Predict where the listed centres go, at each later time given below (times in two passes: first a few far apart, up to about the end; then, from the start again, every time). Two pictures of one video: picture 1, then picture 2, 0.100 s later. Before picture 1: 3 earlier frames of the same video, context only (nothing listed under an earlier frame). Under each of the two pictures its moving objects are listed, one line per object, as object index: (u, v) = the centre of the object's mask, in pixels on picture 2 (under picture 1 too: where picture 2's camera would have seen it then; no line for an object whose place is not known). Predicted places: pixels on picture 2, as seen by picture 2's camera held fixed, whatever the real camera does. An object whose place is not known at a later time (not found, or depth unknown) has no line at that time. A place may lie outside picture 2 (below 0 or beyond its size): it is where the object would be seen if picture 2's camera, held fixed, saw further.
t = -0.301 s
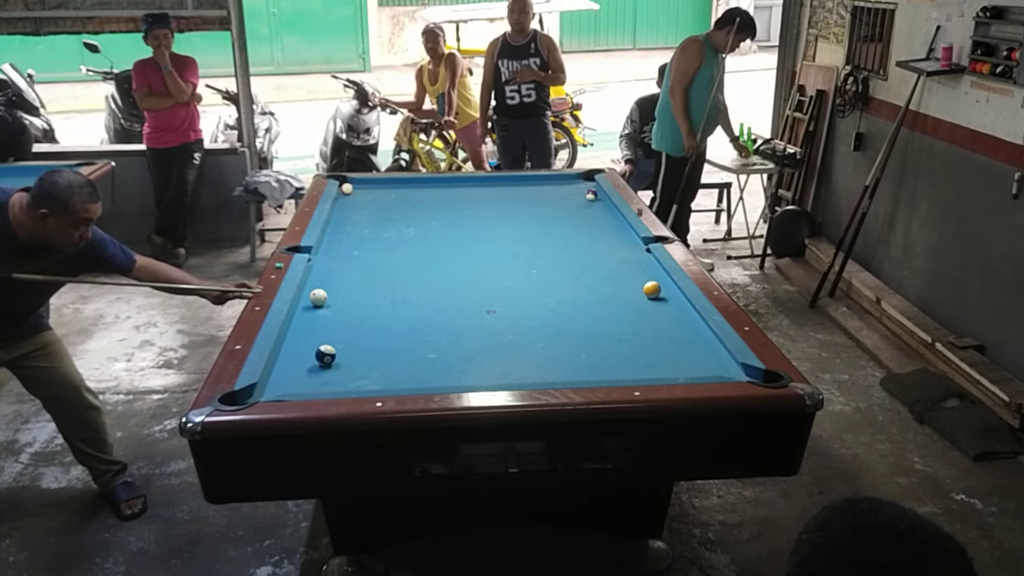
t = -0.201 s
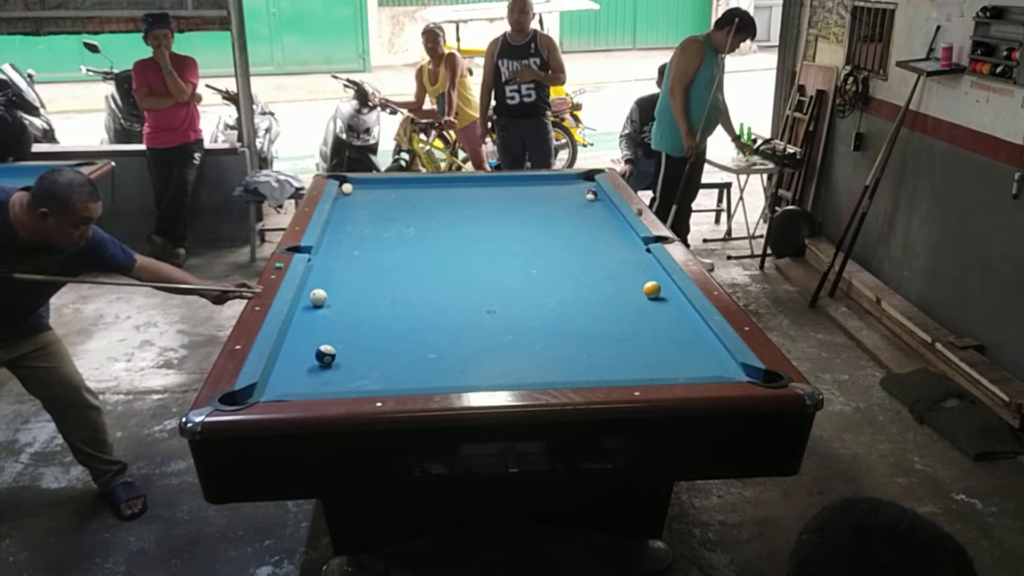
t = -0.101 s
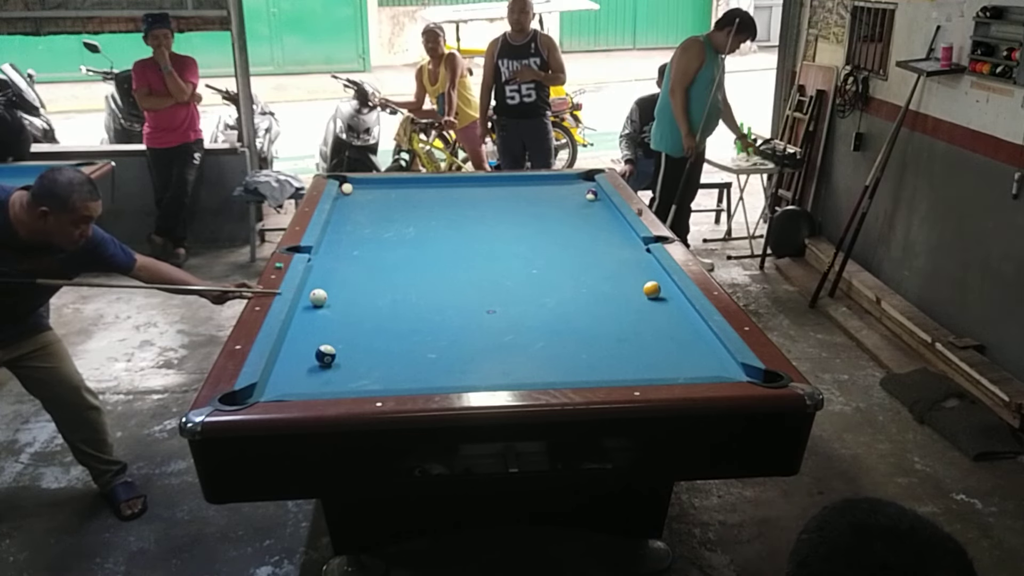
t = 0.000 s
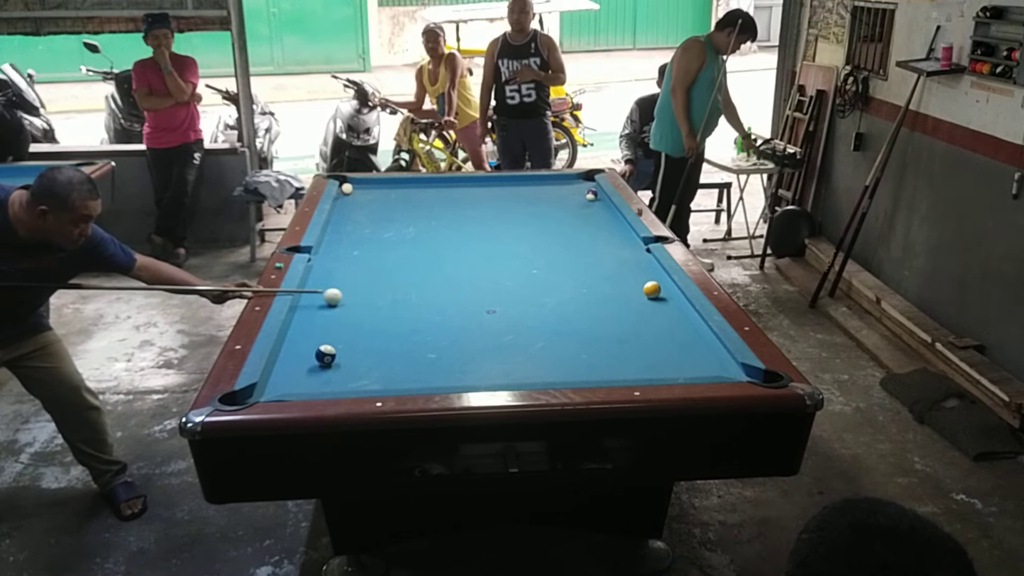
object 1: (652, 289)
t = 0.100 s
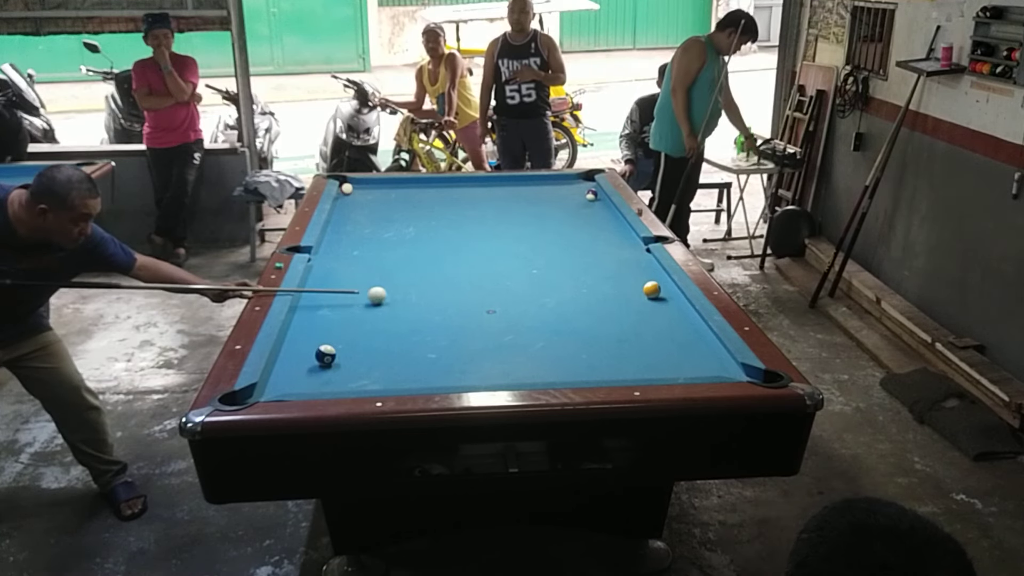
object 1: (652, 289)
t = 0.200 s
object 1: (652, 290)
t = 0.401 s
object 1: (652, 290)
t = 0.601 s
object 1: (652, 290)
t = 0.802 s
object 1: (670, 293)
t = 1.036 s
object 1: (659, 299)
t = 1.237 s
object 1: (643, 304)
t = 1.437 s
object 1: (627, 309)
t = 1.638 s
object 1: (611, 313)
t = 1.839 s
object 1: (597, 318)
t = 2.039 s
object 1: (583, 322)
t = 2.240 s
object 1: (569, 327)
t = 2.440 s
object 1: (557, 331)
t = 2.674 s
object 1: (543, 335)
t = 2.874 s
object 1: (532, 339)
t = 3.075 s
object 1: (522, 342)
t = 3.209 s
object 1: (515, 344)
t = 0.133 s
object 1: (652, 289)
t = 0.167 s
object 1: (652, 289)
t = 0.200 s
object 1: (652, 290)
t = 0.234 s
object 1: (652, 290)
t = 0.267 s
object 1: (652, 290)
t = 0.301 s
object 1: (652, 290)
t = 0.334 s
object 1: (652, 290)
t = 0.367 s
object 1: (652, 290)
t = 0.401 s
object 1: (652, 290)
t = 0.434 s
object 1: (652, 290)
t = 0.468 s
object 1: (652, 290)
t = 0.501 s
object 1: (652, 290)
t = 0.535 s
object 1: (652, 290)
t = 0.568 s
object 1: (652, 290)
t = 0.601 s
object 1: (652, 290)
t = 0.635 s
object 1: (652, 289)
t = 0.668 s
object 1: (652, 289)
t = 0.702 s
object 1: (652, 289)
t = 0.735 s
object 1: (654, 290)
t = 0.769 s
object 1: (662, 292)
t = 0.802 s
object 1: (670, 293)
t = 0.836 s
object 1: (675, 294)
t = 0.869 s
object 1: (673, 295)
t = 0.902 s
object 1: (670, 296)
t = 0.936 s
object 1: (667, 297)
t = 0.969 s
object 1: (664, 298)
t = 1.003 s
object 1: (662, 299)
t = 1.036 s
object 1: (659, 299)
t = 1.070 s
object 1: (656, 300)
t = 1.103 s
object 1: (653, 301)
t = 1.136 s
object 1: (651, 302)
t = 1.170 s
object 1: (648, 302)
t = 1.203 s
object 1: (645, 303)
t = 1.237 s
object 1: (643, 304)
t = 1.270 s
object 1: (640, 305)
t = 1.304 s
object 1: (637, 306)
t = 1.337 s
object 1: (635, 306)
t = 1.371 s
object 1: (632, 307)
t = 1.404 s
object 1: (629, 308)
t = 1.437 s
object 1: (627, 309)
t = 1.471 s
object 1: (624, 310)
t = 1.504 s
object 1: (622, 310)
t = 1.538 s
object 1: (619, 311)
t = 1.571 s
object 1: (617, 312)
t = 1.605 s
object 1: (614, 313)
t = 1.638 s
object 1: (611, 313)
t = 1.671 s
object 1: (609, 314)
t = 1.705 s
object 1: (607, 315)
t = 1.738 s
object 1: (604, 316)
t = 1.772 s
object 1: (602, 317)
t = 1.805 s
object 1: (599, 317)
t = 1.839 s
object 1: (597, 318)
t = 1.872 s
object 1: (594, 319)
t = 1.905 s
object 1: (592, 320)
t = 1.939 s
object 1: (590, 320)
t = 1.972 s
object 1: (587, 321)
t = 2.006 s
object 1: (585, 322)
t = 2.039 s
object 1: (583, 322)
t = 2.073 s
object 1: (581, 323)
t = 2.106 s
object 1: (578, 324)
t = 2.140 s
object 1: (576, 324)
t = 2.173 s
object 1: (574, 325)
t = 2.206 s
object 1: (571, 326)
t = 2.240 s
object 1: (569, 327)
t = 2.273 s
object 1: (567, 327)
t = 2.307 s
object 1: (565, 328)
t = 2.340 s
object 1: (563, 329)
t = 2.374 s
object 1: (561, 329)
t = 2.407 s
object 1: (559, 330)
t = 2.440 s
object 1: (557, 331)
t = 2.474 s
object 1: (555, 331)
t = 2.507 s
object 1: (553, 332)
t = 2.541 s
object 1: (551, 332)
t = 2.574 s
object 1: (549, 333)
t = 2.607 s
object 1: (547, 334)
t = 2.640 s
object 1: (545, 334)
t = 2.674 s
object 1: (543, 335)
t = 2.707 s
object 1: (541, 336)
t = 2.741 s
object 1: (539, 336)
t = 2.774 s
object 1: (537, 337)
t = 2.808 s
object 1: (535, 338)
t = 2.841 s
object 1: (534, 338)
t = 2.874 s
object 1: (532, 339)
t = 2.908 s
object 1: (530, 339)
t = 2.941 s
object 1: (528, 340)
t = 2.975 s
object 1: (527, 340)
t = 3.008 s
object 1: (525, 341)
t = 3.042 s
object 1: (523, 342)
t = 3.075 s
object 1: (522, 342)
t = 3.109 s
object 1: (520, 343)
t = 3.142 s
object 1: (519, 343)
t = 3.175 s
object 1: (517, 343)
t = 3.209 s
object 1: (515, 344)
